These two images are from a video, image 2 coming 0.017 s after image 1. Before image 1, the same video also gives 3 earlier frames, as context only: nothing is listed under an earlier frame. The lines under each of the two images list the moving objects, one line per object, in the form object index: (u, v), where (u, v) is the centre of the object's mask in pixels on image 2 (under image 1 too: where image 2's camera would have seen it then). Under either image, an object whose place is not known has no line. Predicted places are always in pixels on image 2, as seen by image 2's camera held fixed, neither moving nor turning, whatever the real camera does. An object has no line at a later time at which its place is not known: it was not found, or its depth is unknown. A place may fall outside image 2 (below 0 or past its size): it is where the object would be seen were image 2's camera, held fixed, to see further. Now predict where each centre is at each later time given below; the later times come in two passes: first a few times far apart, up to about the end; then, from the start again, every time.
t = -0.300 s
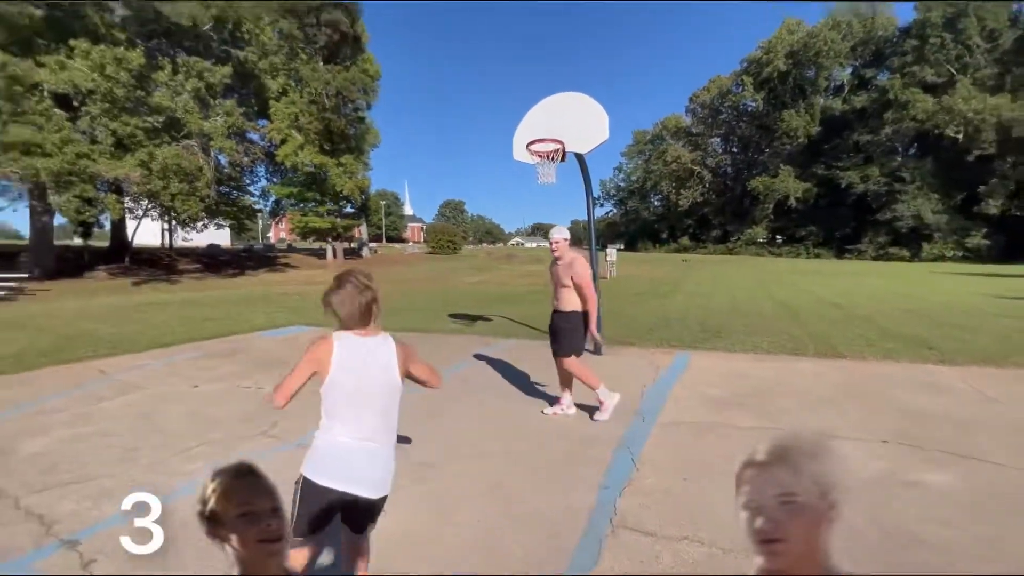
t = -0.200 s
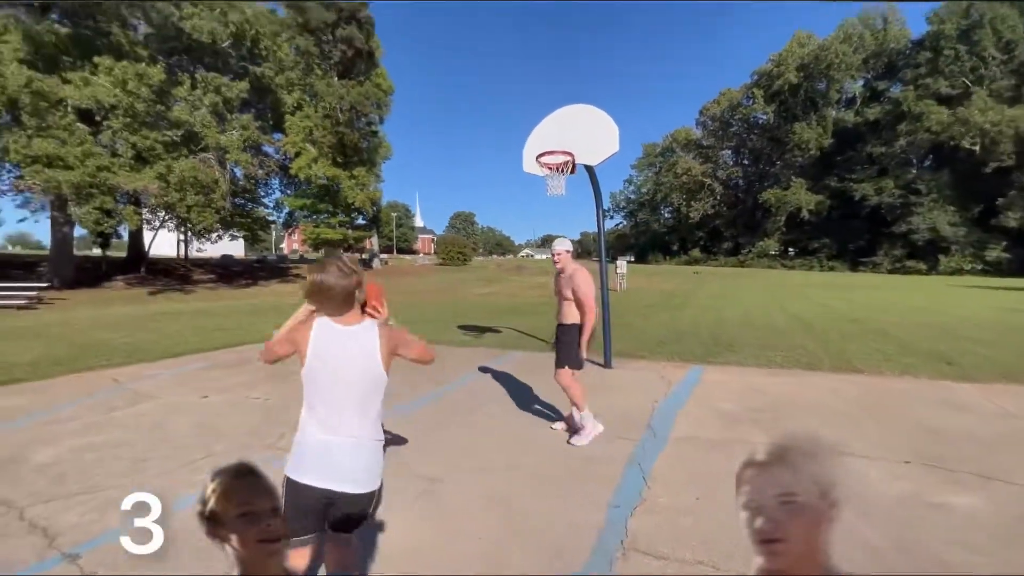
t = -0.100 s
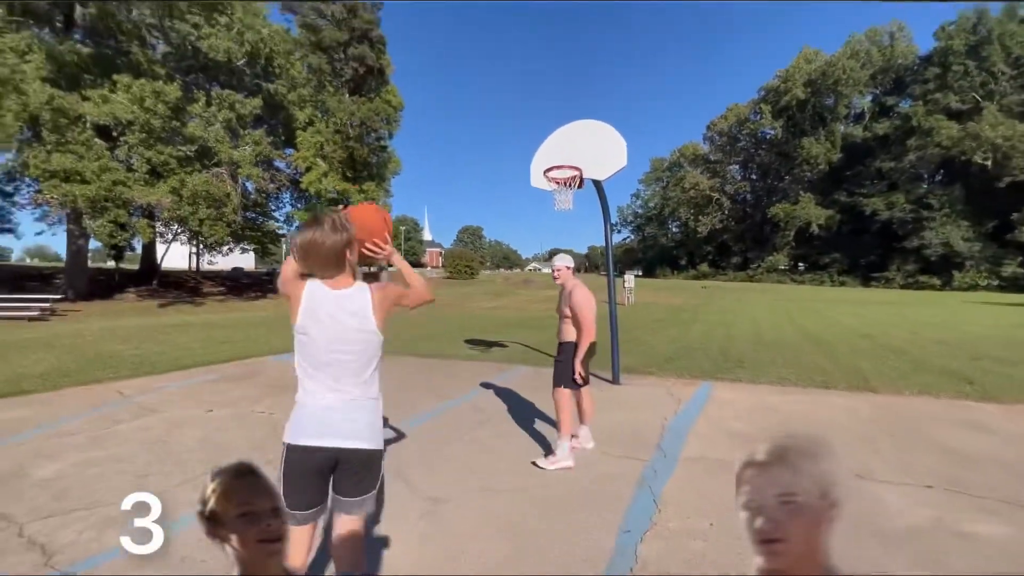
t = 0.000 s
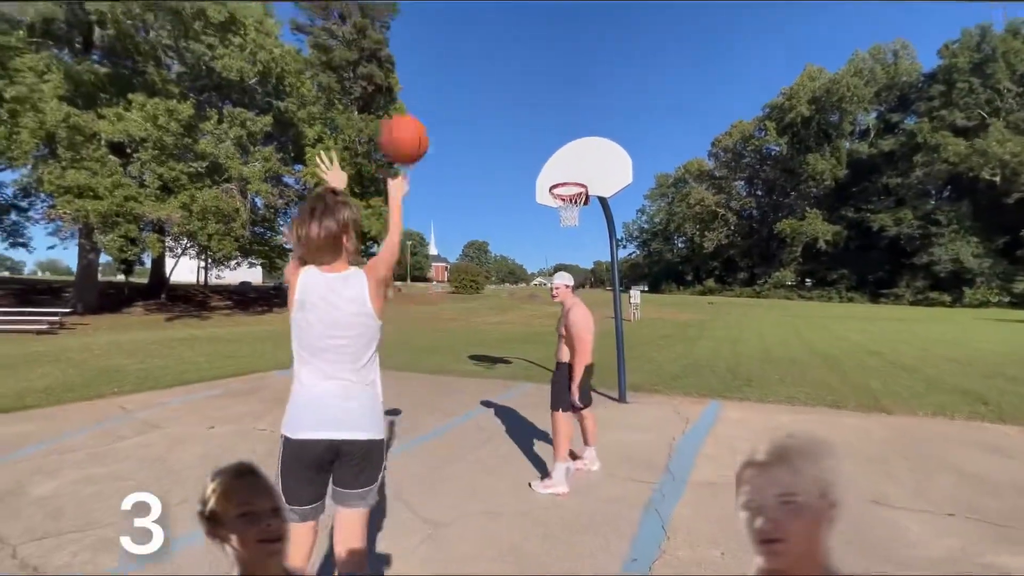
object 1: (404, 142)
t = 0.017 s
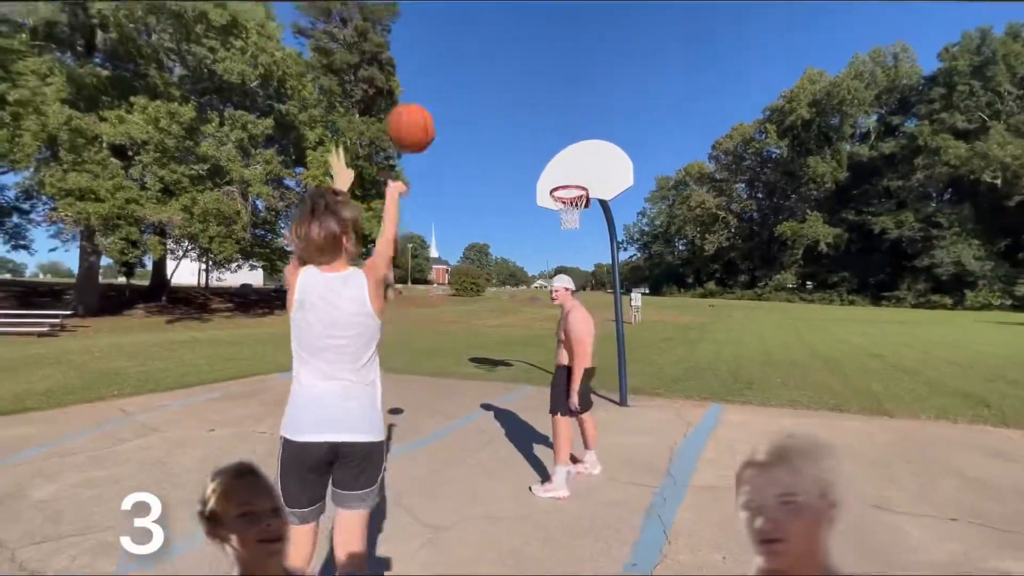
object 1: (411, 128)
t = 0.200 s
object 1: (461, 43)
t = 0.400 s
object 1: (495, 27)
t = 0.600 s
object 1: (518, 57)
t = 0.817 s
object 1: (537, 118)
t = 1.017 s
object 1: (550, 193)
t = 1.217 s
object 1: (565, 201)
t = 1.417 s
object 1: (549, 222)
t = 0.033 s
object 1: (417, 115)
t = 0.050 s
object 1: (422, 104)
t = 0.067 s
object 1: (427, 95)
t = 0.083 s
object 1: (432, 86)
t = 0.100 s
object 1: (437, 77)
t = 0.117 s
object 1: (442, 70)
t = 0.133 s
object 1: (446, 63)
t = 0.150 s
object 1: (450, 57)
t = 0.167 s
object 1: (454, 52)
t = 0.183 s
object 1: (458, 48)
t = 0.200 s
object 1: (461, 43)
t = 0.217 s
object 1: (465, 40)
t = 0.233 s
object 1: (468, 37)
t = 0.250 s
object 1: (471, 34)
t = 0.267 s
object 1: (474, 32)
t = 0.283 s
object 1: (477, 30)
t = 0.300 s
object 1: (480, 28)
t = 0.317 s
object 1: (483, 27)
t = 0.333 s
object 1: (486, 26)
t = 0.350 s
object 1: (488, 26)
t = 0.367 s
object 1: (491, 26)
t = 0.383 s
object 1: (493, 27)
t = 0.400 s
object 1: (495, 27)
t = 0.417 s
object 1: (498, 28)
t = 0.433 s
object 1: (500, 30)
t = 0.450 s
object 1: (502, 31)
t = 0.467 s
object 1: (503, 34)
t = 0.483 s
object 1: (506, 35)
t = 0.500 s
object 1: (507, 38)
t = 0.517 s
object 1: (510, 41)
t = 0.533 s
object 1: (511, 43)
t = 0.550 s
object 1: (513, 46)
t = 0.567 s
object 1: (515, 49)
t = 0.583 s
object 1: (516, 53)
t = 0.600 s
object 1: (518, 57)
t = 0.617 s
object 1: (520, 60)
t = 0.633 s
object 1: (522, 64)
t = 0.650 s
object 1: (523, 69)
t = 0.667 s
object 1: (525, 73)
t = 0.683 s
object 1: (526, 77)
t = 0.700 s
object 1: (527, 82)
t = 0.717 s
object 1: (529, 86)
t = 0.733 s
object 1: (531, 91)
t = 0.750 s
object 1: (532, 96)
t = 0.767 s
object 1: (533, 101)
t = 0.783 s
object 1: (535, 107)
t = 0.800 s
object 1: (536, 112)
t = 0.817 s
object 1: (537, 118)
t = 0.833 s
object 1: (539, 123)
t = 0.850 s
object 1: (540, 128)
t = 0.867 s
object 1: (541, 134)
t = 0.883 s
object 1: (542, 140)
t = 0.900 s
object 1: (543, 146)
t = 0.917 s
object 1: (545, 152)
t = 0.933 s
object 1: (545, 158)
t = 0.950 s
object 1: (546, 165)
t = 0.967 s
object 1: (548, 172)
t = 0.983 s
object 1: (549, 178)
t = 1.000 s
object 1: (550, 184)
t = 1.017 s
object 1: (550, 193)
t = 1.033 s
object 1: (551, 196)
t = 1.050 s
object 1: (553, 196)
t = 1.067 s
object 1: (555, 198)
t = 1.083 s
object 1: (561, 202)
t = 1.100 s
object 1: (567, 205)
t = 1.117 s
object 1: (569, 204)
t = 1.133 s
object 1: (569, 204)
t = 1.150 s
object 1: (567, 202)
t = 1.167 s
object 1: (567, 201)
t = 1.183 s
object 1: (566, 201)
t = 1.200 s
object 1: (566, 201)
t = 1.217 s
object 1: (565, 201)
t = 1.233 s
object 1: (564, 201)
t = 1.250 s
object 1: (564, 204)
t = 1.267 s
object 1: (563, 204)
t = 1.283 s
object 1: (562, 205)
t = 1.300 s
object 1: (561, 206)
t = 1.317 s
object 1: (561, 207)
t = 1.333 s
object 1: (556, 214)
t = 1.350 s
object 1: (555, 214)
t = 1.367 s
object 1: (554, 216)
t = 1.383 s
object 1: (553, 218)
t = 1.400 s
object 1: (552, 220)
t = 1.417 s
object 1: (549, 222)
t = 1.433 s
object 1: (548, 224)
